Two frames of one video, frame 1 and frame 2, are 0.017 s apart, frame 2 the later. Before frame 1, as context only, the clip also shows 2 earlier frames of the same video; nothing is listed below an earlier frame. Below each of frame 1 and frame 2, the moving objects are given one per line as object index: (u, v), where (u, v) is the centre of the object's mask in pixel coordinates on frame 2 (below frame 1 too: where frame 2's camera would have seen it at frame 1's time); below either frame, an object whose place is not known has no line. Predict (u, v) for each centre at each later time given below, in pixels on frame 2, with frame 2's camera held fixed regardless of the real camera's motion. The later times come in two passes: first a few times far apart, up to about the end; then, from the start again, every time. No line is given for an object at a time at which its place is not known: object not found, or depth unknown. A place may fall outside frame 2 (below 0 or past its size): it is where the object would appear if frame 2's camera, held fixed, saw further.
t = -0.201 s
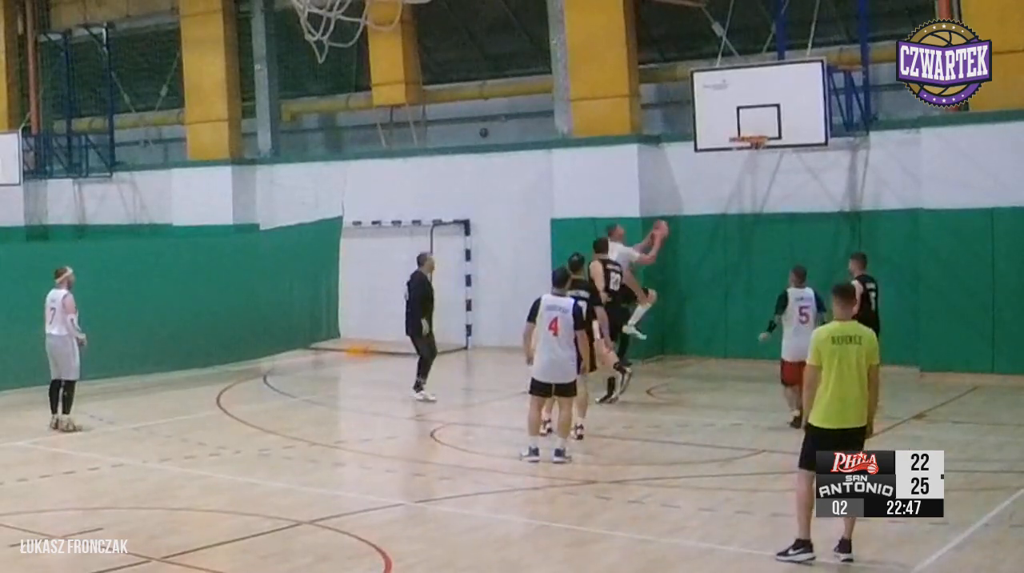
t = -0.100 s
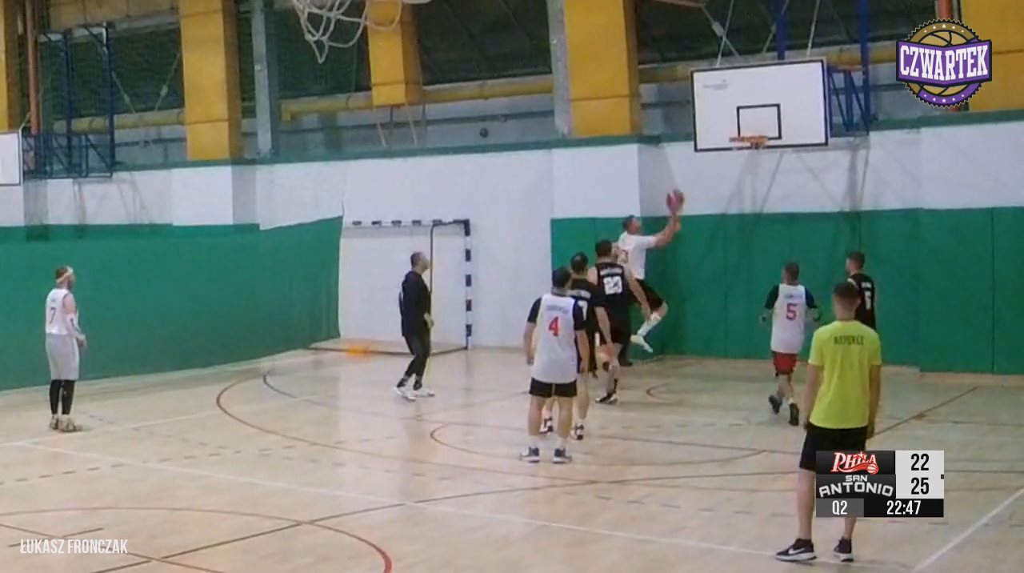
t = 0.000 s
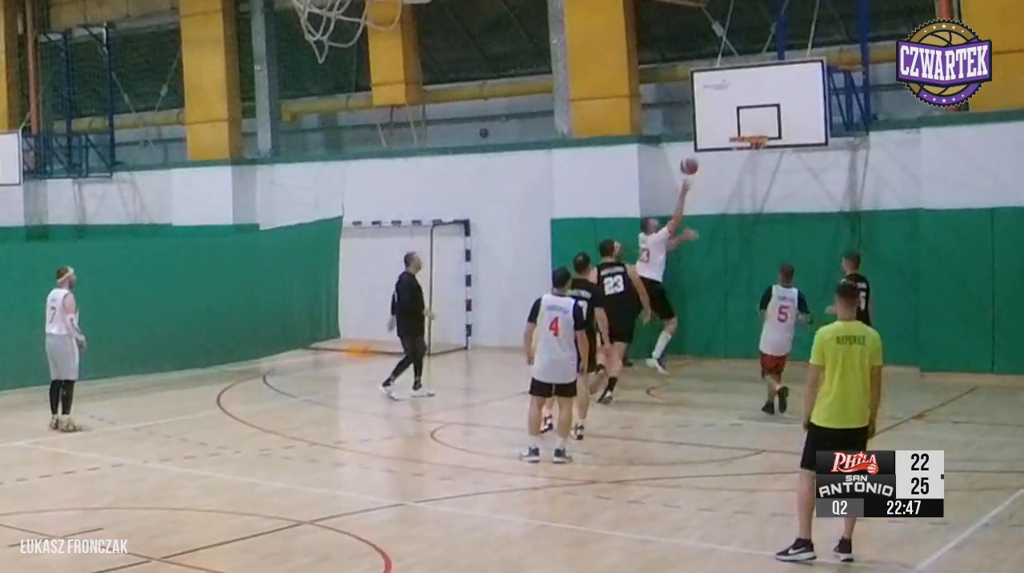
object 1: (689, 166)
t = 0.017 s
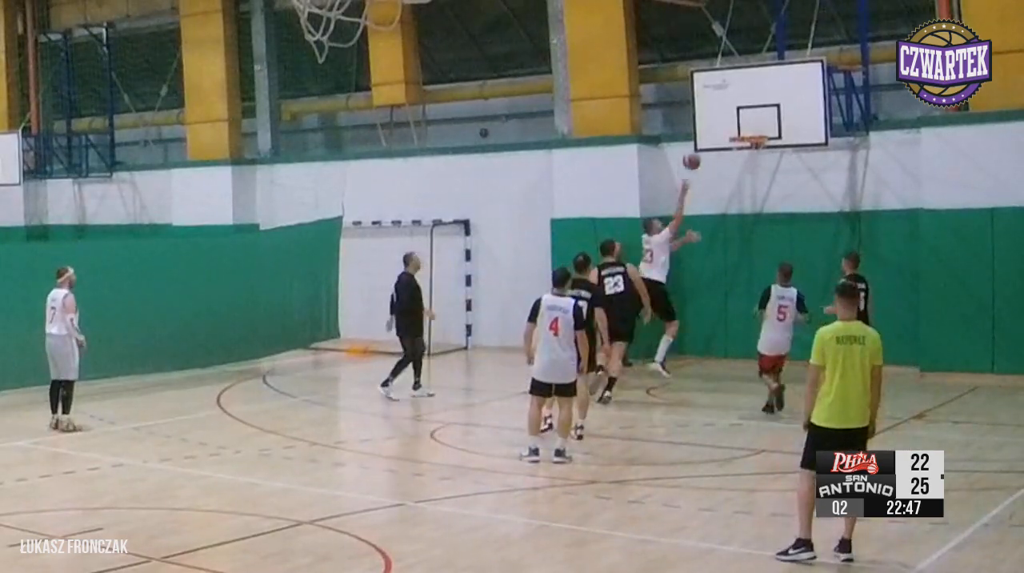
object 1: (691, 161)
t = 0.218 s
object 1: (719, 117)
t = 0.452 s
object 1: (734, 120)
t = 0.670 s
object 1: (754, 148)
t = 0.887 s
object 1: (761, 157)
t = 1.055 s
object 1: (759, 177)
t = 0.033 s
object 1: (693, 157)
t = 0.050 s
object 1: (696, 150)
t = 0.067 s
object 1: (699, 146)
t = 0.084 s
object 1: (700, 142)
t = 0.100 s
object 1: (703, 139)
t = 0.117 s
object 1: (705, 135)
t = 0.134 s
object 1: (708, 131)
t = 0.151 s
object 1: (710, 127)
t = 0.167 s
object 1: (712, 124)
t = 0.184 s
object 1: (715, 122)
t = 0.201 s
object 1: (717, 119)
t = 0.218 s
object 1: (719, 117)
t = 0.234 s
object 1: (721, 115)
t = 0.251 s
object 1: (724, 113)
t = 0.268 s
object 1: (727, 111)
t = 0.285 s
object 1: (727, 111)
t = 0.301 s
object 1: (728, 111)
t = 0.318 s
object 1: (729, 110)
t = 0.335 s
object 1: (730, 111)
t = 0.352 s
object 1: (730, 111)
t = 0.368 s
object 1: (731, 112)
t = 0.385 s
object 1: (732, 113)
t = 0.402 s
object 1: (732, 115)
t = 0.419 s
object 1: (733, 116)
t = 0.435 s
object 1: (734, 118)
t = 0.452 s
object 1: (734, 120)
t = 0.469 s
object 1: (735, 122)
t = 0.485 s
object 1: (736, 125)
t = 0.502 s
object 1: (736, 129)
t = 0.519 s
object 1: (737, 131)
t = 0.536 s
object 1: (738, 132)
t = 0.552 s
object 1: (740, 133)
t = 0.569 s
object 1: (742, 134)
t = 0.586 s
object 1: (748, 138)
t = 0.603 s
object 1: (748, 139)
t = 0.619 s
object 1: (750, 141)
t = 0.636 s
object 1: (751, 146)
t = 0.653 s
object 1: (753, 147)
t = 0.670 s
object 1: (754, 148)
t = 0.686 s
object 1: (755, 152)
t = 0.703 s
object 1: (758, 152)
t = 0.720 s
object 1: (758, 156)
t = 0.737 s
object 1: (760, 156)
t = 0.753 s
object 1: (760, 156)
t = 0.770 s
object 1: (761, 156)
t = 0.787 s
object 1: (761, 156)
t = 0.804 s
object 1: (761, 156)
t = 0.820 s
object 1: (761, 156)
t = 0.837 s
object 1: (761, 157)
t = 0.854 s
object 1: (761, 157)
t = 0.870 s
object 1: (761, 158)
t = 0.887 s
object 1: (761, 157)
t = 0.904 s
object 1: (761, 157)
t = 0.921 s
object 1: (761, 160)
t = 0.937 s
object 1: (760, 161)
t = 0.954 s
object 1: (760, 162)
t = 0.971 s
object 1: (760, 166)
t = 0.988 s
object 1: (759, 167)
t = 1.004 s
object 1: (759, 169)
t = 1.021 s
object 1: (759, 172)
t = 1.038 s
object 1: (759, 174)
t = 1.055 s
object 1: (759, 177)
